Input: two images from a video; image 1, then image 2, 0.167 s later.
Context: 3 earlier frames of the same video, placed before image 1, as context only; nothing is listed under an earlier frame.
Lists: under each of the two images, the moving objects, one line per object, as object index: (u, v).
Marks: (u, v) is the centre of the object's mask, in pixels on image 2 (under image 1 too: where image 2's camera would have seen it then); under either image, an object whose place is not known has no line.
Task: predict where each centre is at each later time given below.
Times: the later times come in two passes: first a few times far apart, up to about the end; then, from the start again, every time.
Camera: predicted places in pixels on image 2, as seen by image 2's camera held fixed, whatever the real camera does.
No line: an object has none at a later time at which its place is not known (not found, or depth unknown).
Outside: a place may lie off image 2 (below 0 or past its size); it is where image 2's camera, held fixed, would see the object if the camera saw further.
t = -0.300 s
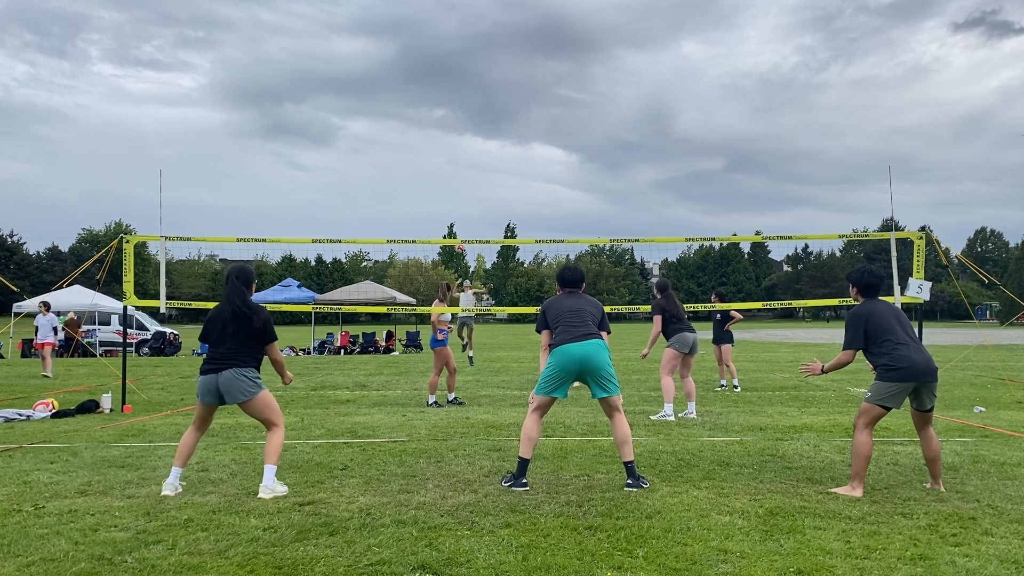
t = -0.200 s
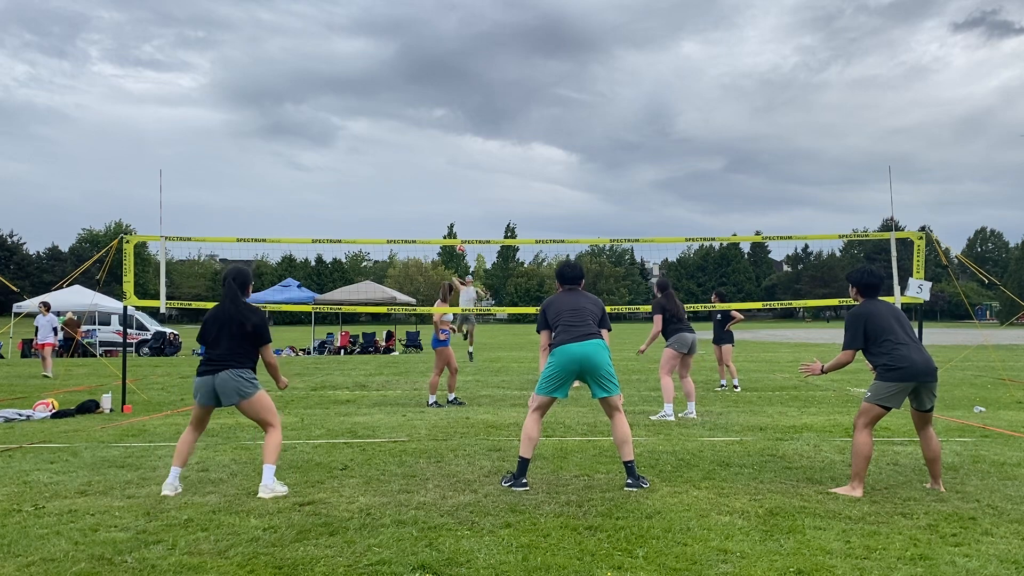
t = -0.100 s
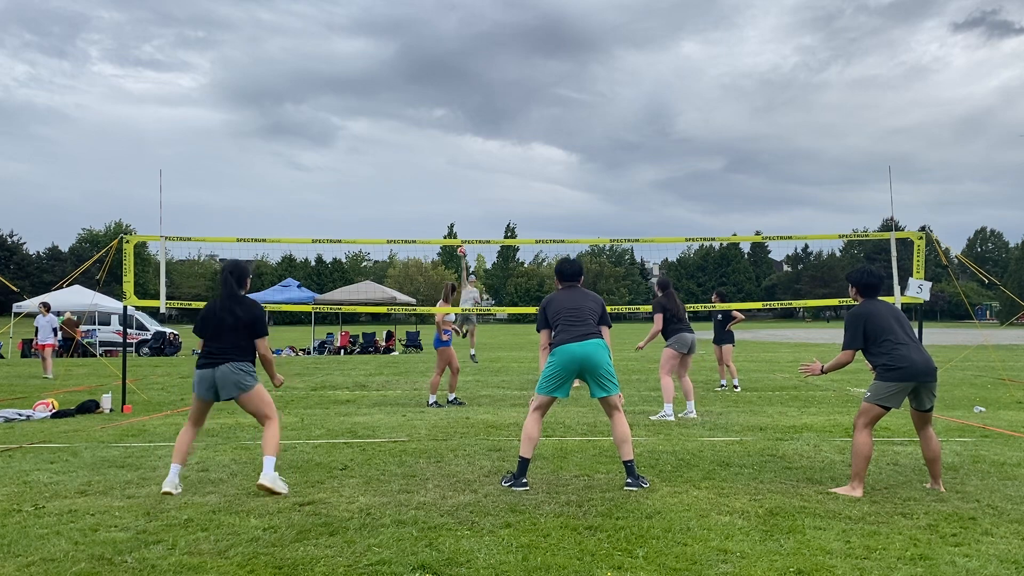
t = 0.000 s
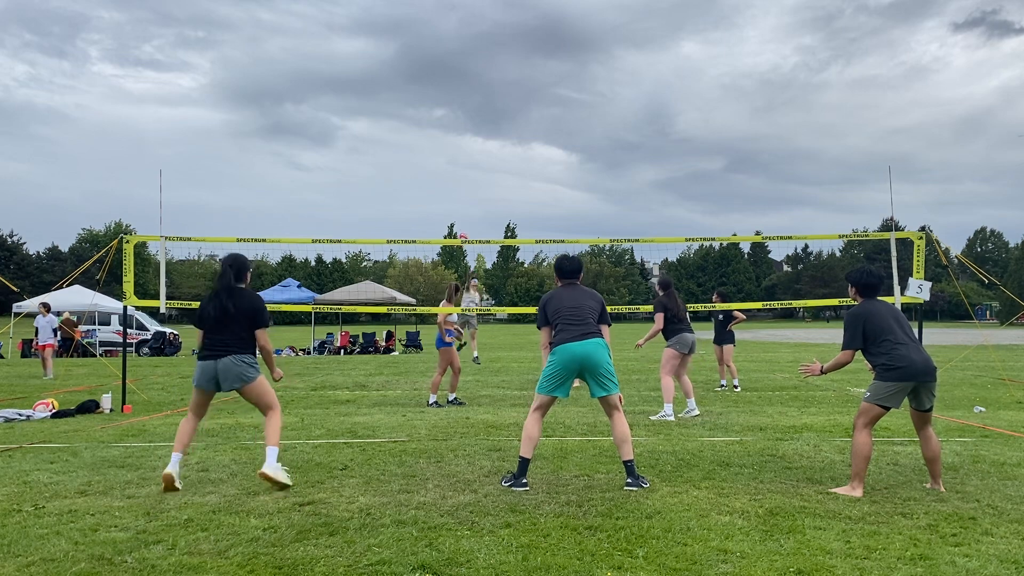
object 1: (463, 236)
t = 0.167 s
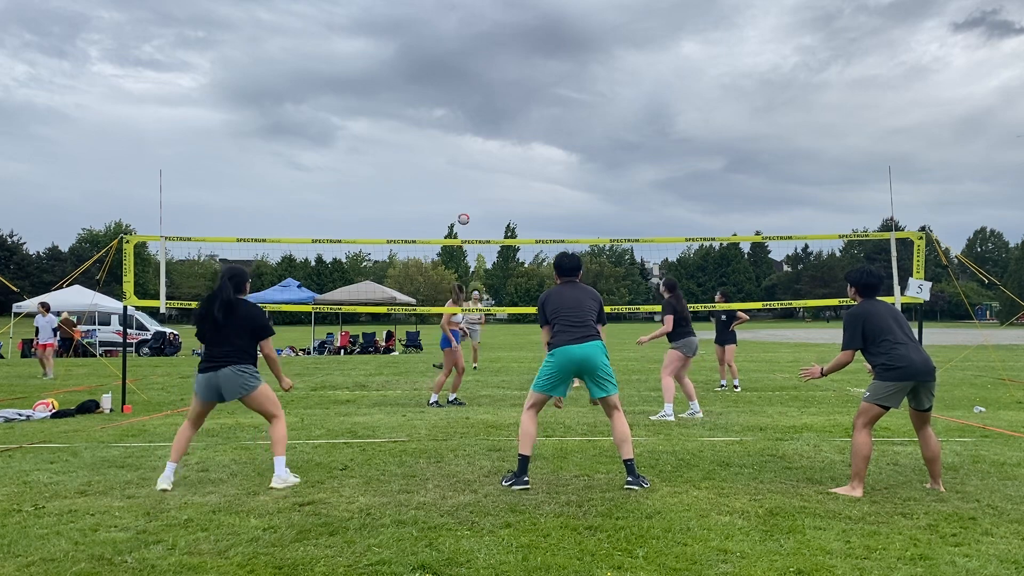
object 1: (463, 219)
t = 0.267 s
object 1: (462, 210)
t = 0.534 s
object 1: (460, 218)
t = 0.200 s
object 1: (463, 216)
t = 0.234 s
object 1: (463, 213)
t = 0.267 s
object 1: (462, 210)
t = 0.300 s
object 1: (462, 209)
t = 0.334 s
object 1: (462, 208)
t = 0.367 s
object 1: (461, 207)
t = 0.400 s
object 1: (461, 208)
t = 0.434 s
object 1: (461, 209)
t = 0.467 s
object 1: (461, 211)
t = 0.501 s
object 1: (460, 214)
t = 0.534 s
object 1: (460, 218)
